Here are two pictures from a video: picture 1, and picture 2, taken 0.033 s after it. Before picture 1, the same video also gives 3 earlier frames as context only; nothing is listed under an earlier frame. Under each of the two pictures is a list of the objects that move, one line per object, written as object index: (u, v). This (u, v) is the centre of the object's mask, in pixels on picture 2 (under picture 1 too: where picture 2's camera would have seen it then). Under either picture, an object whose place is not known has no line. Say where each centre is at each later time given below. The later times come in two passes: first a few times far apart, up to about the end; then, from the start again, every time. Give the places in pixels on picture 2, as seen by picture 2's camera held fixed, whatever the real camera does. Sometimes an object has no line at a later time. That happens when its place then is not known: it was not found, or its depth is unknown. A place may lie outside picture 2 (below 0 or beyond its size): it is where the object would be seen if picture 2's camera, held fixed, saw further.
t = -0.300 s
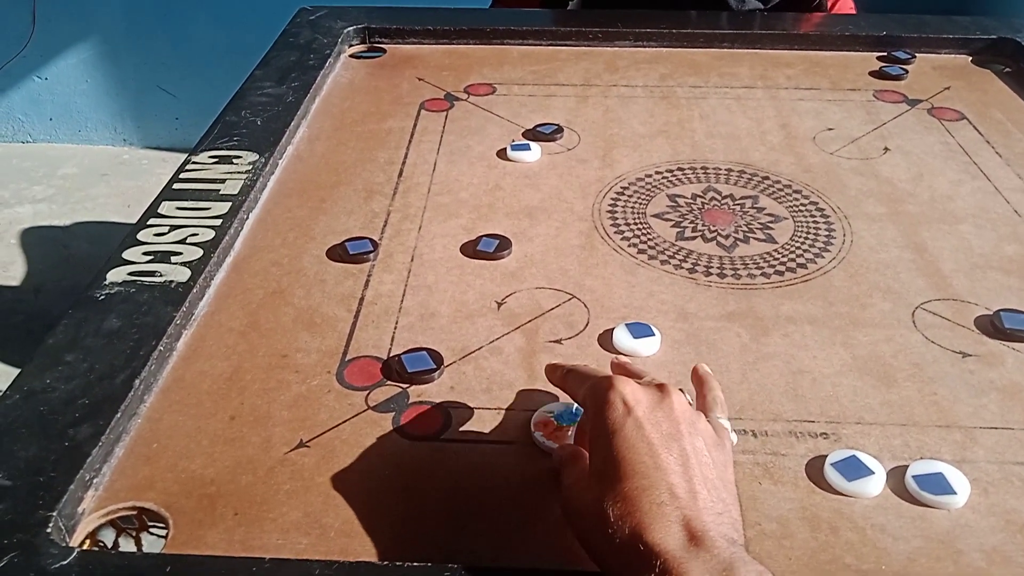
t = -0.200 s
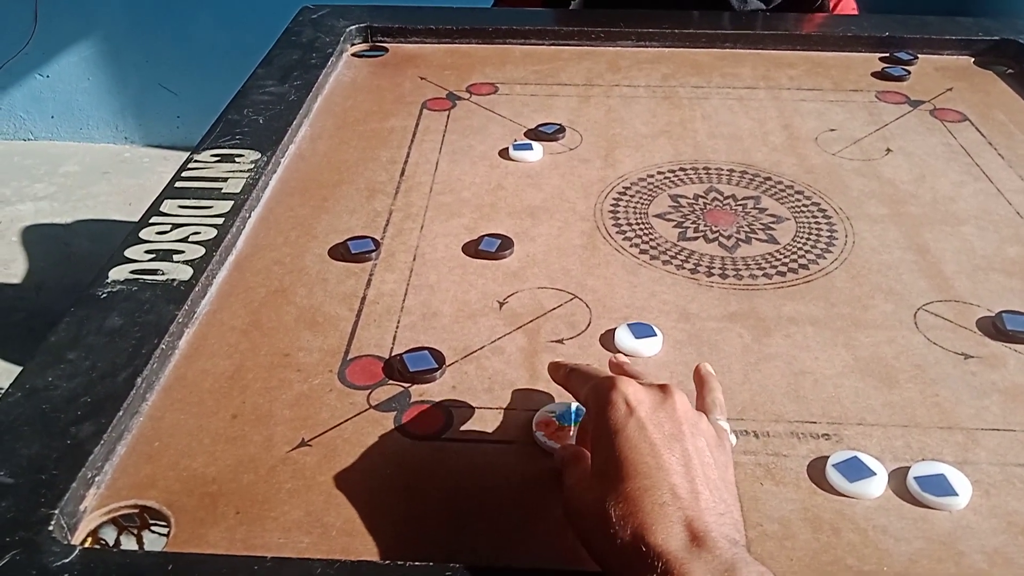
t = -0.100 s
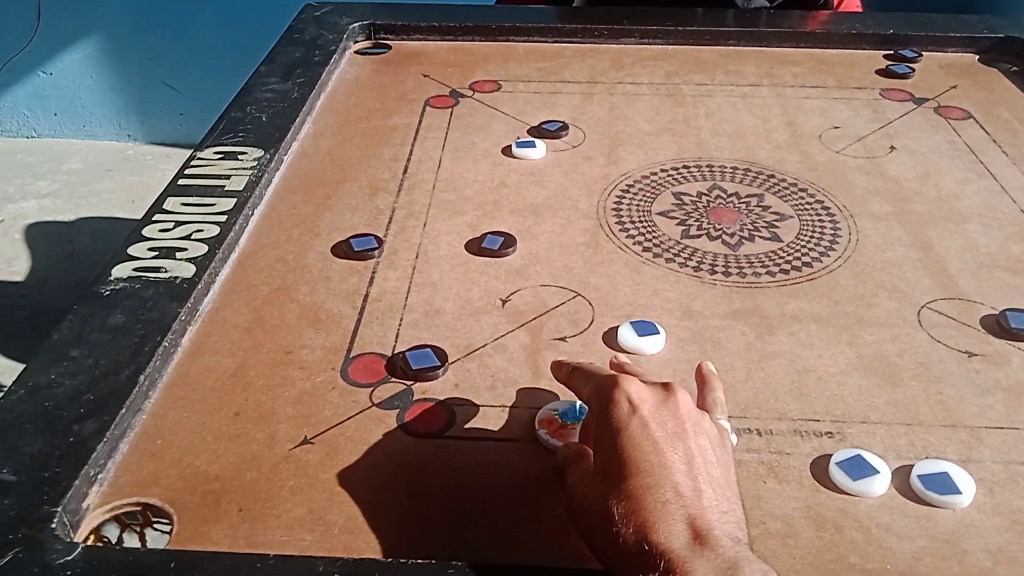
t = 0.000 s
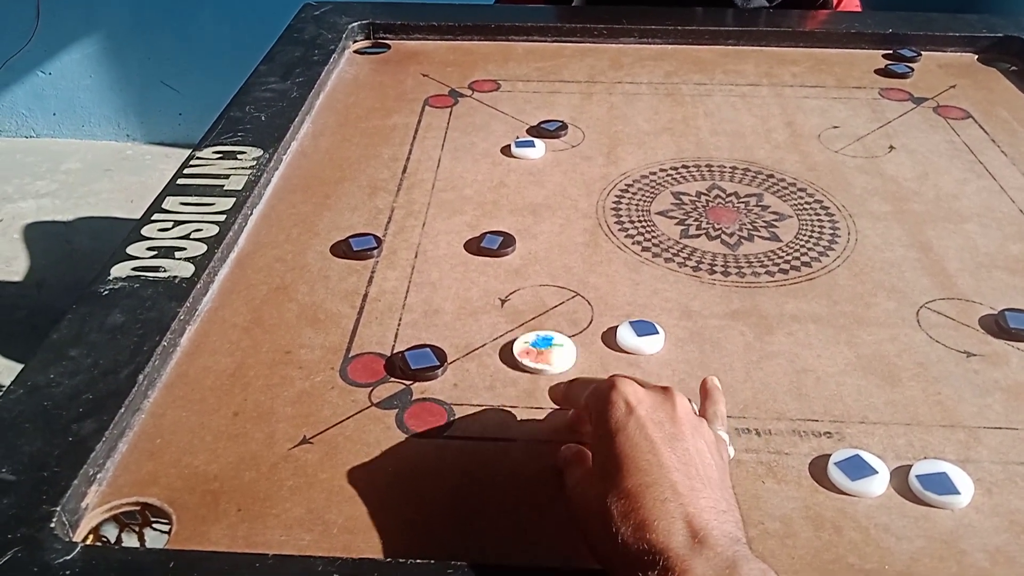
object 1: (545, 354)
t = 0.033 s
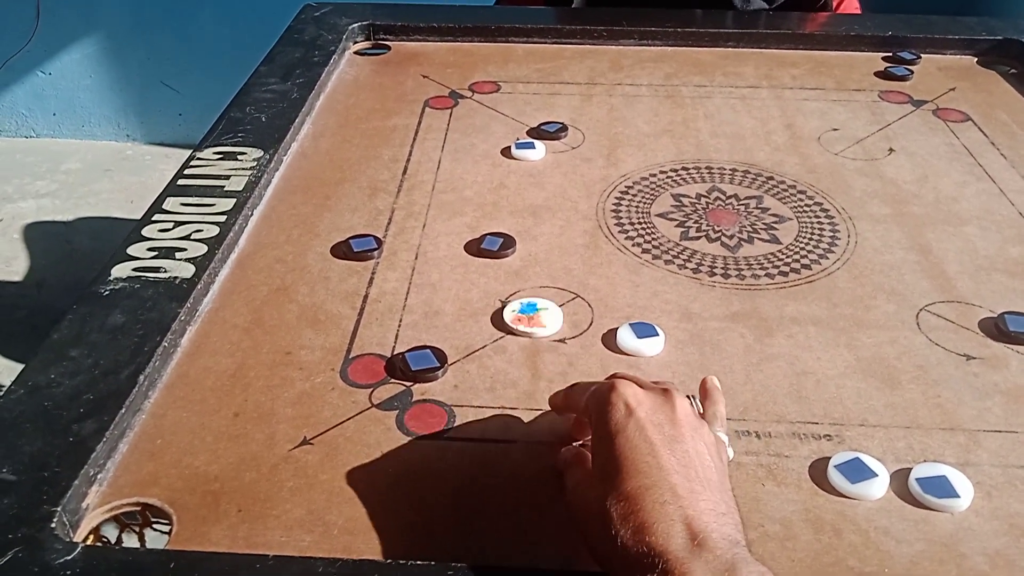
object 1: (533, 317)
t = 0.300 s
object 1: (563, 212)
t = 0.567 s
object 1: (600, 164)
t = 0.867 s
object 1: (626, 133)
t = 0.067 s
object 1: (523, 284)
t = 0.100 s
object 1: (522, 263)
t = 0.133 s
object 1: (530, 254)
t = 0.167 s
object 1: (537, 244)
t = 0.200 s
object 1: (543, 236)
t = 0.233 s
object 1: (550, 227)
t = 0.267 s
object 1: (557, 219)
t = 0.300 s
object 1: (563, 212)
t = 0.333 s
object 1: (569, 204)
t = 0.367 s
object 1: (574, 198)
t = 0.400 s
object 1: (579, 191)
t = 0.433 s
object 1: (583, 185)
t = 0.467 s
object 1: (589, 179)
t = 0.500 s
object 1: (592, 174)
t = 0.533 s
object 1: (597, 169)
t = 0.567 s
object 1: (600, 164)
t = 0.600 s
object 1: (604, 159)
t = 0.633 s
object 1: (607, 155)
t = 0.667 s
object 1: (610, 151)
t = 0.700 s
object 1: (614, 147)
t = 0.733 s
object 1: (616, 144)
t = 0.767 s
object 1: (619, 141)
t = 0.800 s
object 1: (622, 138)
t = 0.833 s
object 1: (624, 135)
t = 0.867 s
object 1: (626, 133)
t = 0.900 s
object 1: (629, 130)
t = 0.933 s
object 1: (630, 128)
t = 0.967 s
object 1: (632, 126)
